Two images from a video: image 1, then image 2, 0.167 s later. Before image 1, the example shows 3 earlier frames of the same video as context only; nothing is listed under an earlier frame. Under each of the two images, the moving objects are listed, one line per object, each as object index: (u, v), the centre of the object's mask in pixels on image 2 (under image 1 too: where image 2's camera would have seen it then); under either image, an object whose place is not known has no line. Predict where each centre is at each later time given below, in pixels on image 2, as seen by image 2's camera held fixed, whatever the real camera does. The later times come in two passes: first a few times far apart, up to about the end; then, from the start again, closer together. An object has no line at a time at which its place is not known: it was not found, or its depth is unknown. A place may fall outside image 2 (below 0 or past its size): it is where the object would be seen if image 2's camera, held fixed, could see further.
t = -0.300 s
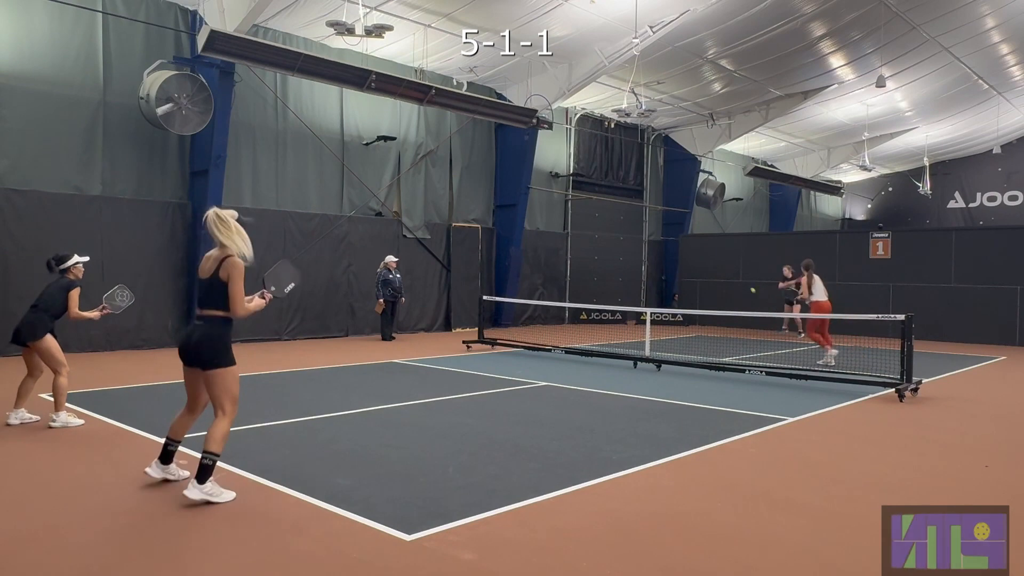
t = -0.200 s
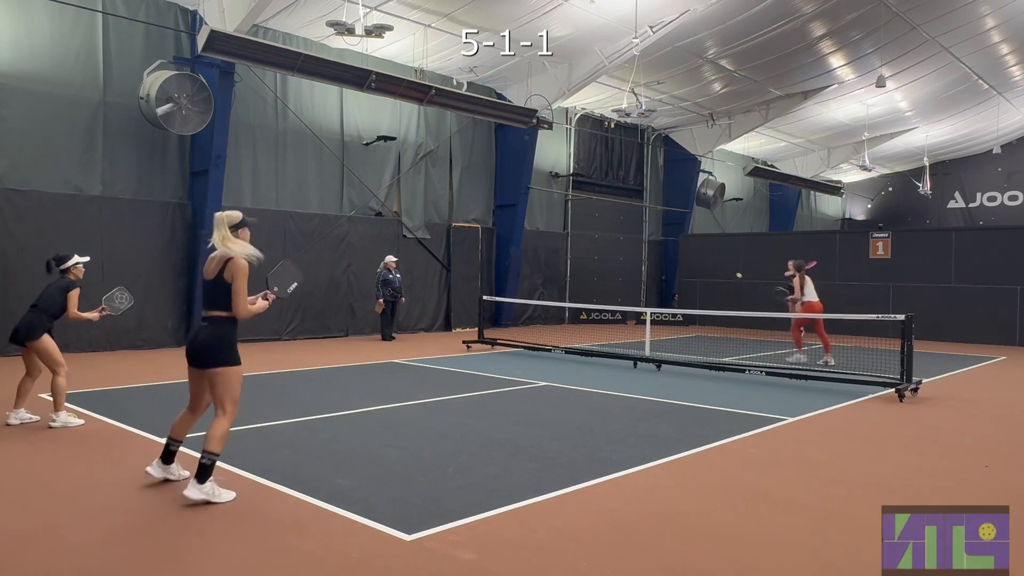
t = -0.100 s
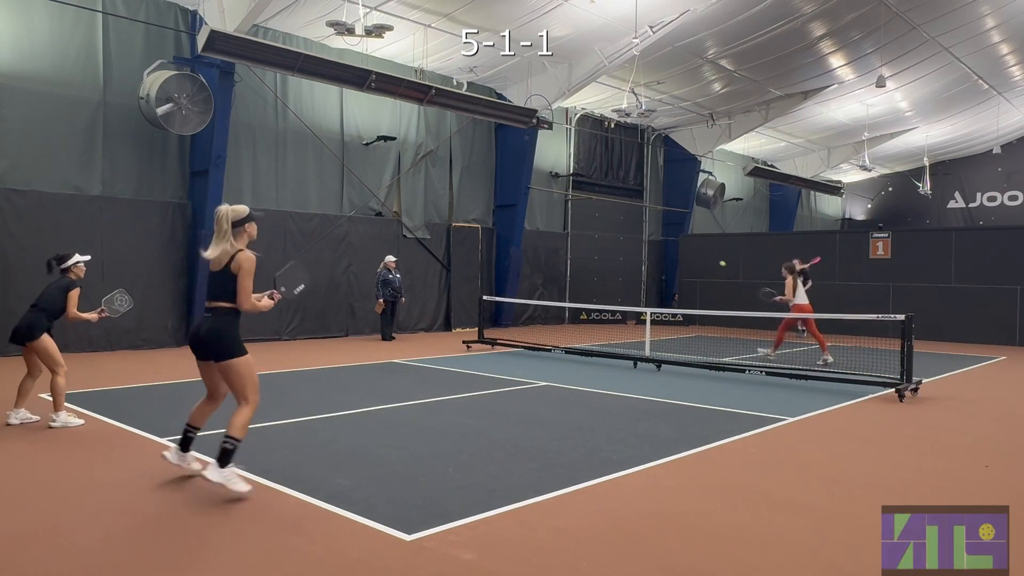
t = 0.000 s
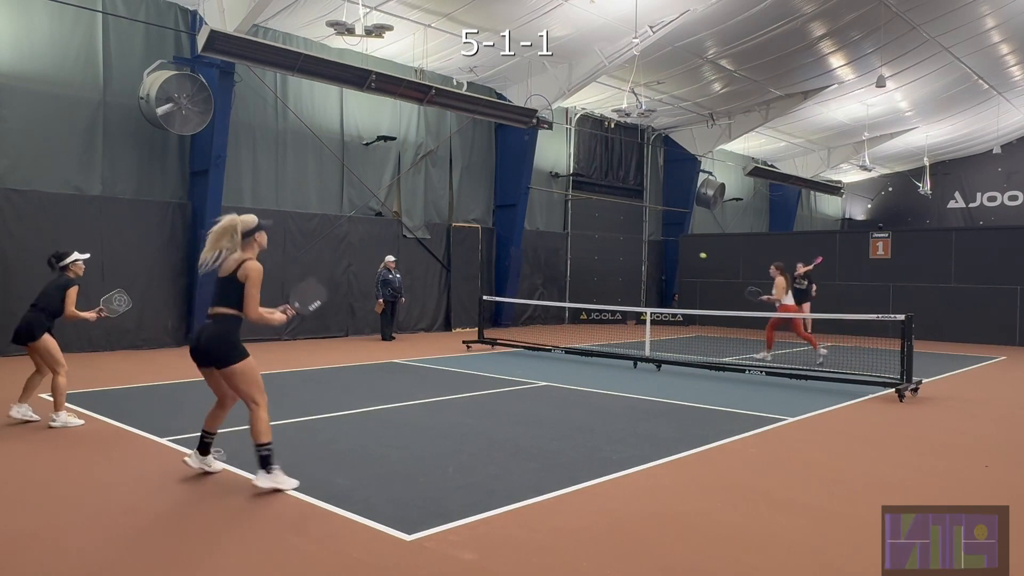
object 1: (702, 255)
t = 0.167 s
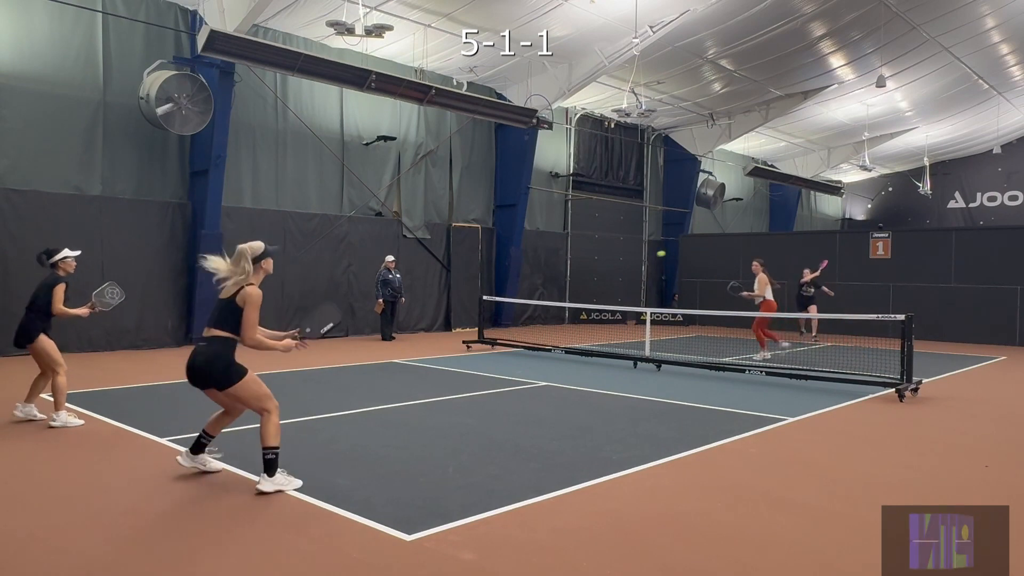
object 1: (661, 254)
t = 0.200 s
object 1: (651, 256)
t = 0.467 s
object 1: (544, 308)
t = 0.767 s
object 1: (359, 420)
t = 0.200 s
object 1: (651, 256)
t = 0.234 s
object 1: (640, 258)
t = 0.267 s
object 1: (629, 261)
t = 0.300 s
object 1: (617, 266)
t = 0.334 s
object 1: (604, 272)
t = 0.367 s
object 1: (591, 279)
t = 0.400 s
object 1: (577, 287)
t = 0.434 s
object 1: (561, 296)
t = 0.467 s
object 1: (544, 308)
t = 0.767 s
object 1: (359, 420)
